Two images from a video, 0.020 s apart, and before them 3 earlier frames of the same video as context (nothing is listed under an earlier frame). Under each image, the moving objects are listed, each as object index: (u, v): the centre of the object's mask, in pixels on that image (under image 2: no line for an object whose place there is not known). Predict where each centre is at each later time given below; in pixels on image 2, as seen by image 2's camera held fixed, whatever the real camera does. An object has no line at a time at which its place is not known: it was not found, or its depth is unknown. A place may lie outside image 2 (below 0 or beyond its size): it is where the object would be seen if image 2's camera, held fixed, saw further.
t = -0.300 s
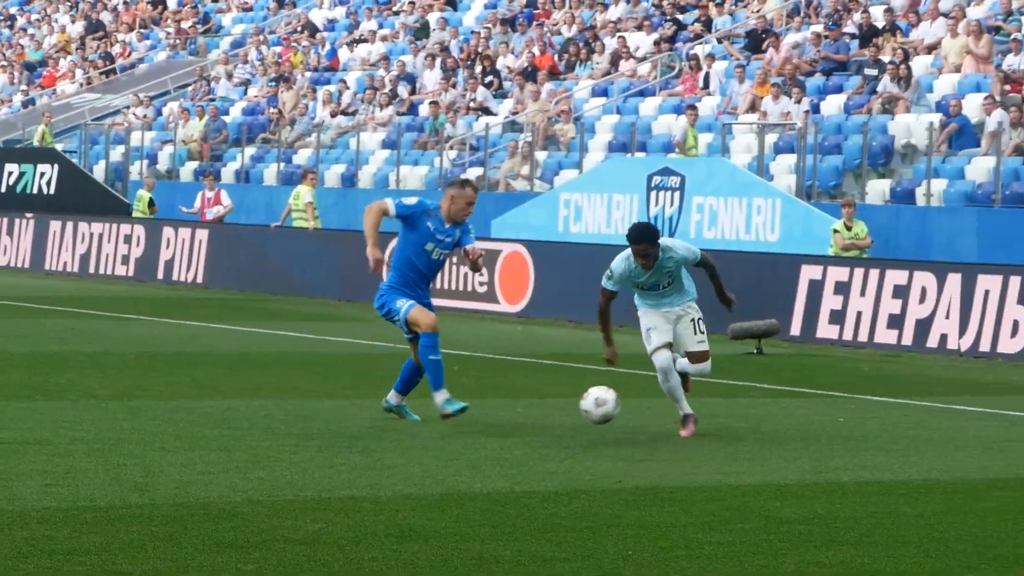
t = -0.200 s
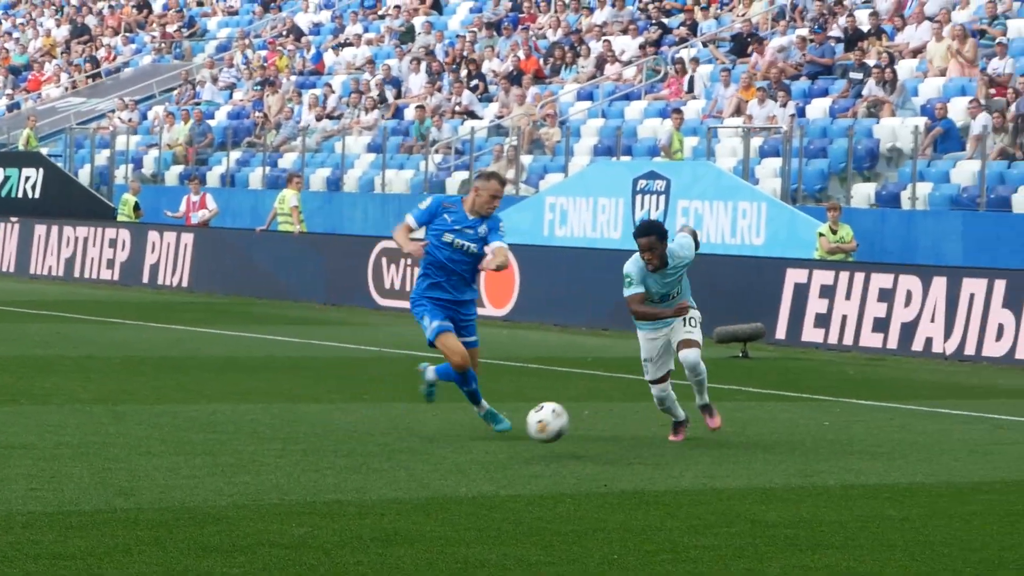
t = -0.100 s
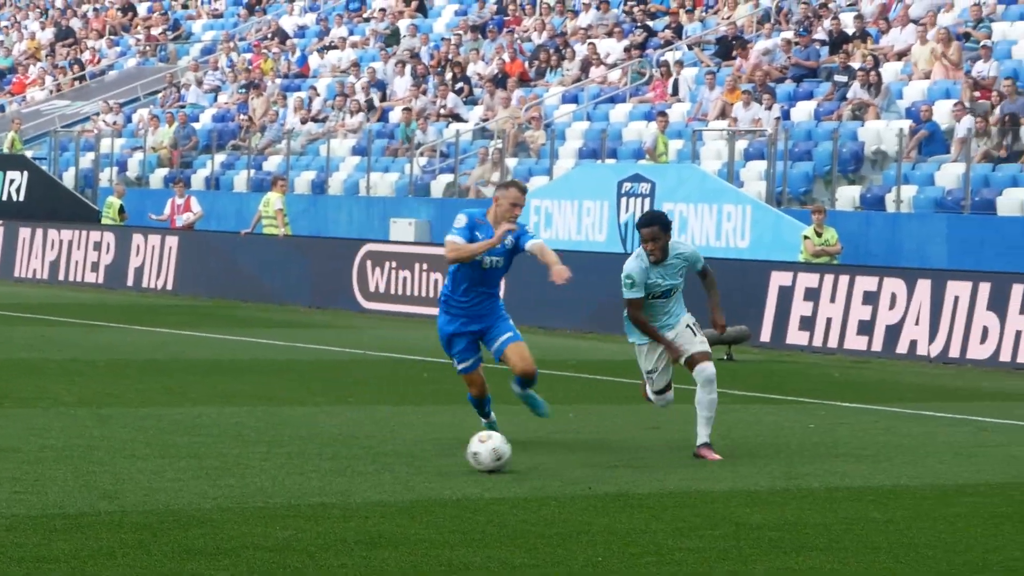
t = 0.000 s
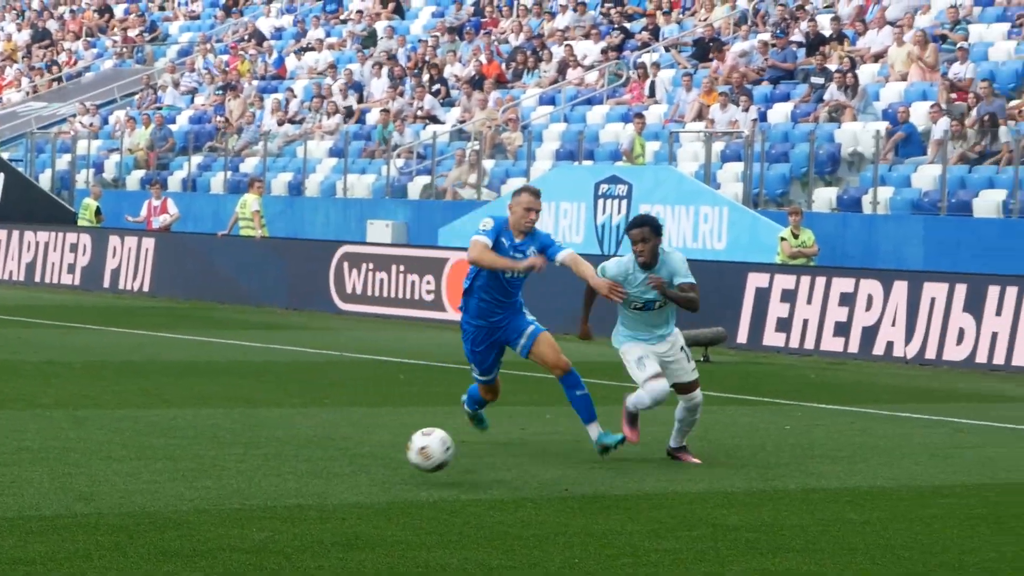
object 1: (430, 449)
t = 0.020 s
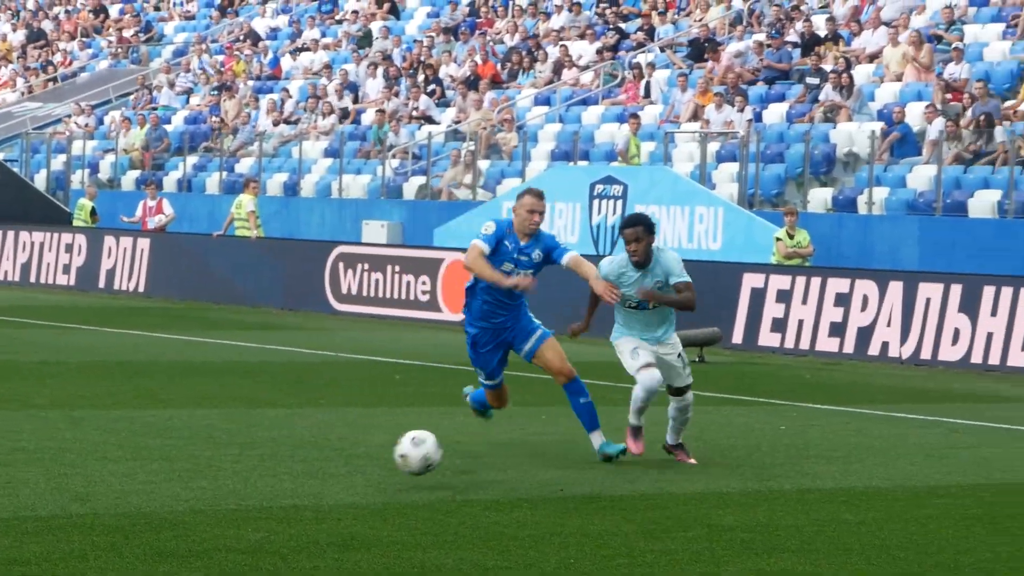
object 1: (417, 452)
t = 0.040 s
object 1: (410, 455)
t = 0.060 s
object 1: (404, 459)
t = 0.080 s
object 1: (396, 464)
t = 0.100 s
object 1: (386, 470)
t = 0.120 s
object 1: (377, 477)
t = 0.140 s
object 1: (367, 485)
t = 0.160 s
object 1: (358, 488)
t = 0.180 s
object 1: (351, 488)
